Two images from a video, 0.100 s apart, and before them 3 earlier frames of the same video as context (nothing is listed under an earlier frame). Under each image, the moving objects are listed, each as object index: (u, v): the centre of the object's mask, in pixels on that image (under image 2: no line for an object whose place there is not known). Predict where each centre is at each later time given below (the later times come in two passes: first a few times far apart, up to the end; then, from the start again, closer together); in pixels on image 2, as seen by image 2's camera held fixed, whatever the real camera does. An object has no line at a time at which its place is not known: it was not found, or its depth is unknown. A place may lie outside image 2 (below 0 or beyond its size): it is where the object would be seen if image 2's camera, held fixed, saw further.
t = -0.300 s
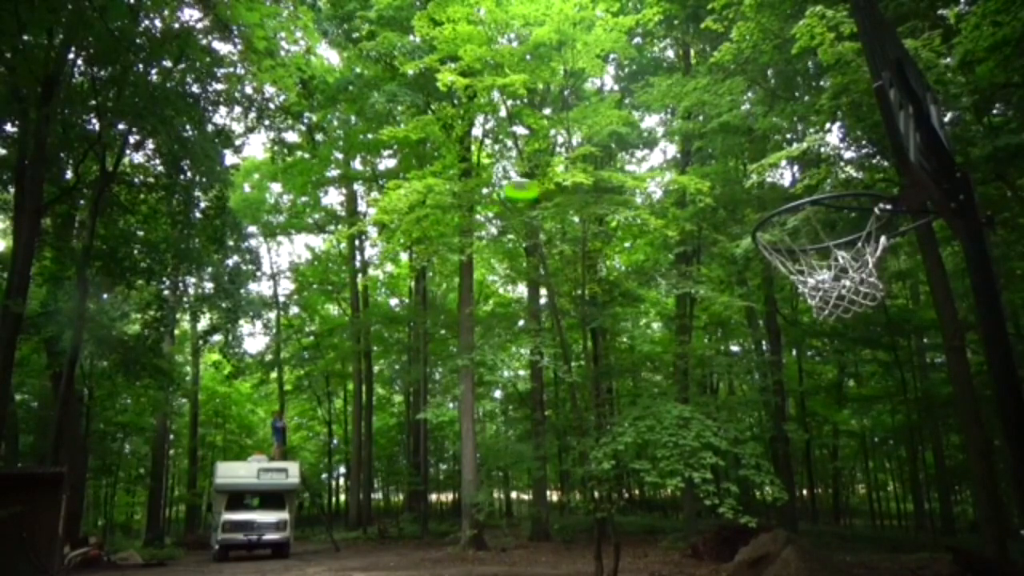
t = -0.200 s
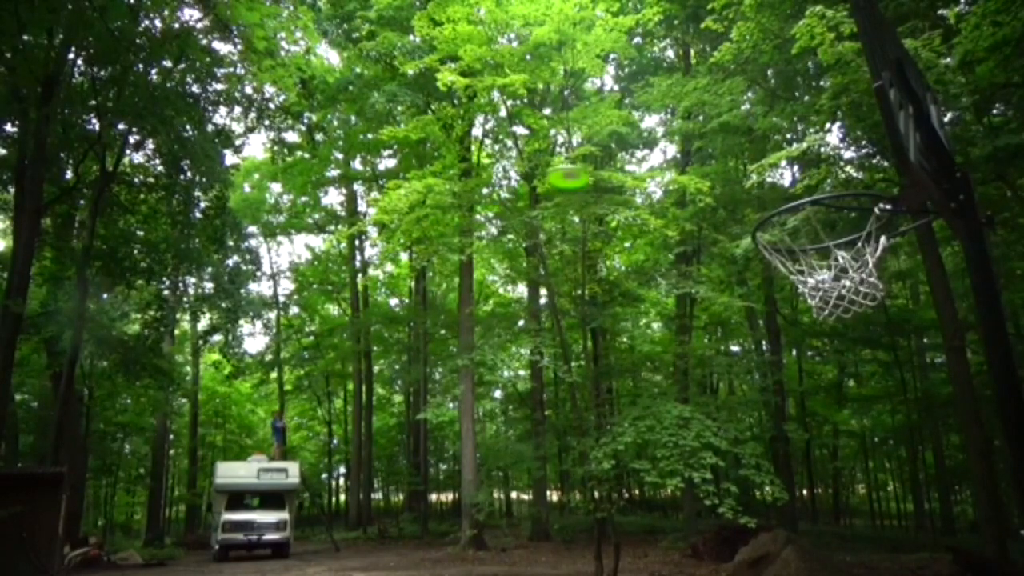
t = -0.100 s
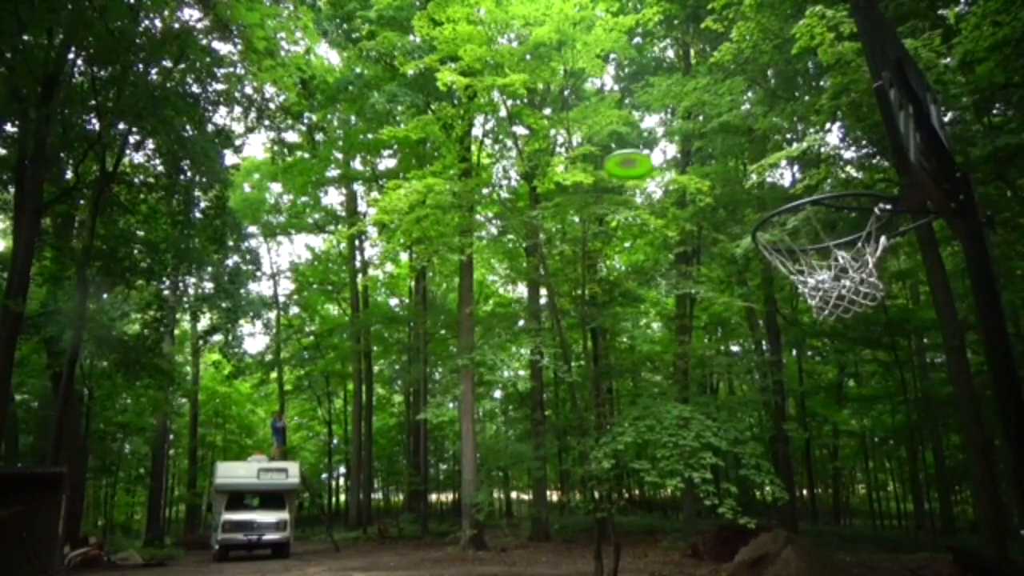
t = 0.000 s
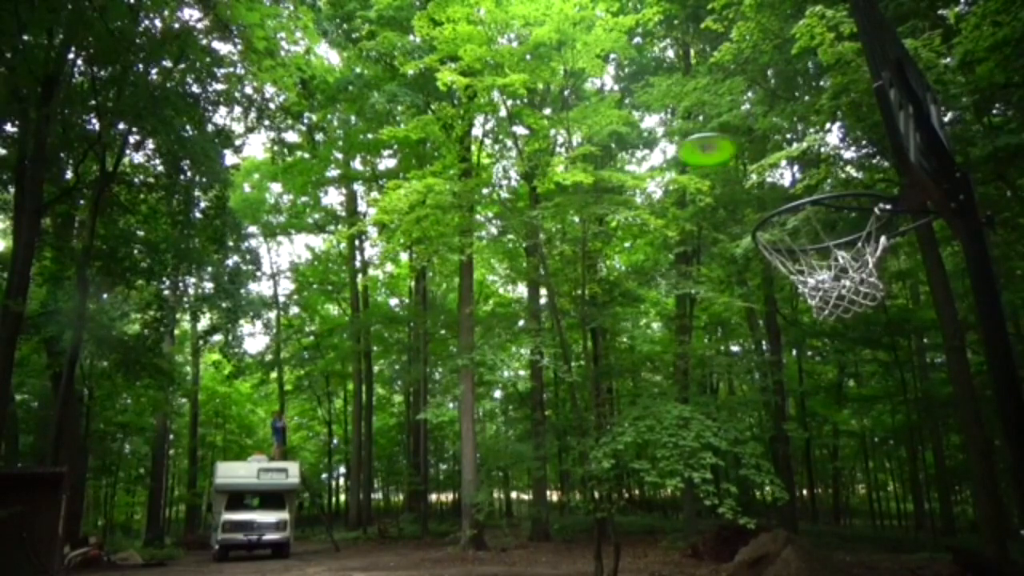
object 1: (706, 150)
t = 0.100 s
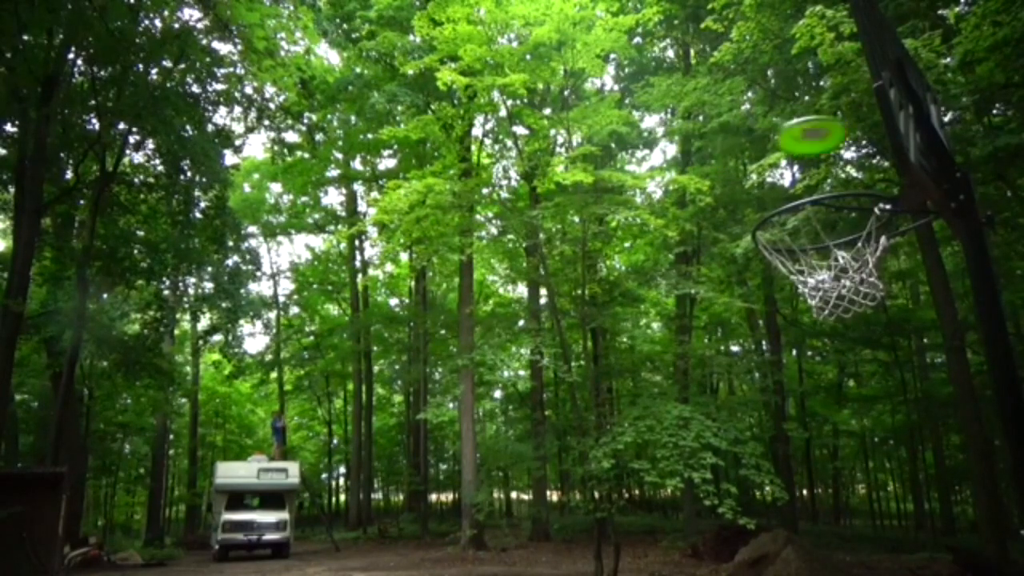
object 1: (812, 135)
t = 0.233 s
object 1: (833, 180)
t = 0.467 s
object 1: (756, 188)
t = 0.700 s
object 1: (747, 198)
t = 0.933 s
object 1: (807, 240)
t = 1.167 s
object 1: (871, 363)
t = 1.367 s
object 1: (930, 562)
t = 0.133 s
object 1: (853, 132)
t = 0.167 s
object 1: (863, 136)
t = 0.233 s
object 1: (833, 180)
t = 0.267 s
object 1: (807, 209)
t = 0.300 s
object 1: (791, 234)
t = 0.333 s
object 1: (771, 229)
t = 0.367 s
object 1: (767, 216)
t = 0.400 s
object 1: (762, 202)
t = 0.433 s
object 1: (760, 195)
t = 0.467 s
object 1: (756, 188)
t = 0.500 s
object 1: (754, 184)
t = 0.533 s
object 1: (754, 186)
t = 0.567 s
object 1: (754, 189)
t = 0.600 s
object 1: (750, 189)
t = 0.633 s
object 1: (748, 194)
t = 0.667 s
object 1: (750, 199)
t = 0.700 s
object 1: (747, 198)
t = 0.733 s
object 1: (752, 195)
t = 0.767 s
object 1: (758, 195)
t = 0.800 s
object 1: (766, 196)
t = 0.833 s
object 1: (786, 221)
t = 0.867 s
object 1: (795, 228)
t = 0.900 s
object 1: (804, 238)
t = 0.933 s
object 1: (807, 240)
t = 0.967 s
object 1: (818, 262)
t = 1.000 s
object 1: (834, 282)
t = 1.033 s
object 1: (842, 298)
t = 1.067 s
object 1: (850, 313)
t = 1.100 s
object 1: (855, 322)
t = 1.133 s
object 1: (862, 340)
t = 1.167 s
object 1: (871, 363)
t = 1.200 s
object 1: (880, 388)
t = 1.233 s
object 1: (891, 418)
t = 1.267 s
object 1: (905, 455)
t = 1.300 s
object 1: (916, 497)
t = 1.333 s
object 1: (927, 537)
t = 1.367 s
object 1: (930, 562)
